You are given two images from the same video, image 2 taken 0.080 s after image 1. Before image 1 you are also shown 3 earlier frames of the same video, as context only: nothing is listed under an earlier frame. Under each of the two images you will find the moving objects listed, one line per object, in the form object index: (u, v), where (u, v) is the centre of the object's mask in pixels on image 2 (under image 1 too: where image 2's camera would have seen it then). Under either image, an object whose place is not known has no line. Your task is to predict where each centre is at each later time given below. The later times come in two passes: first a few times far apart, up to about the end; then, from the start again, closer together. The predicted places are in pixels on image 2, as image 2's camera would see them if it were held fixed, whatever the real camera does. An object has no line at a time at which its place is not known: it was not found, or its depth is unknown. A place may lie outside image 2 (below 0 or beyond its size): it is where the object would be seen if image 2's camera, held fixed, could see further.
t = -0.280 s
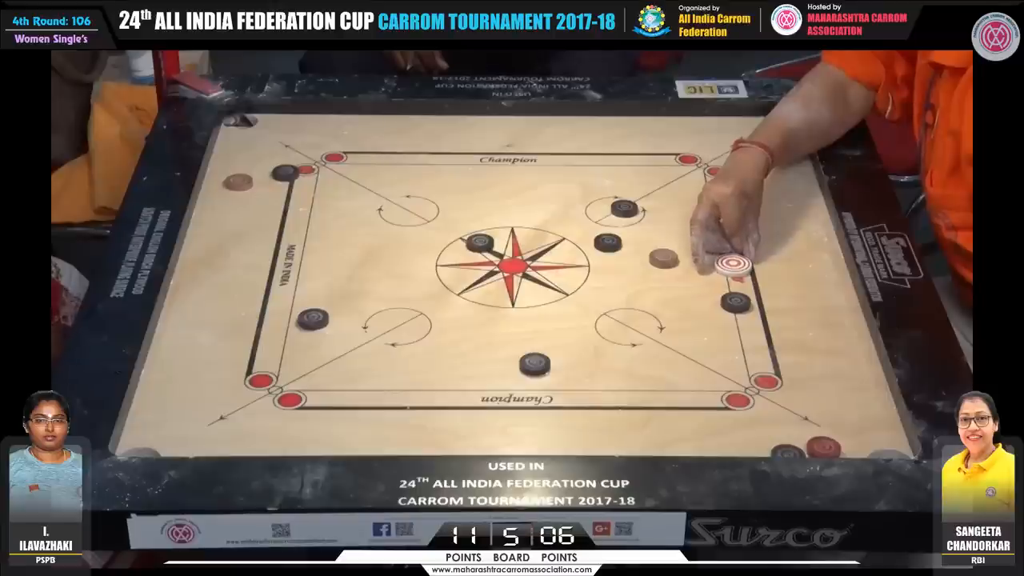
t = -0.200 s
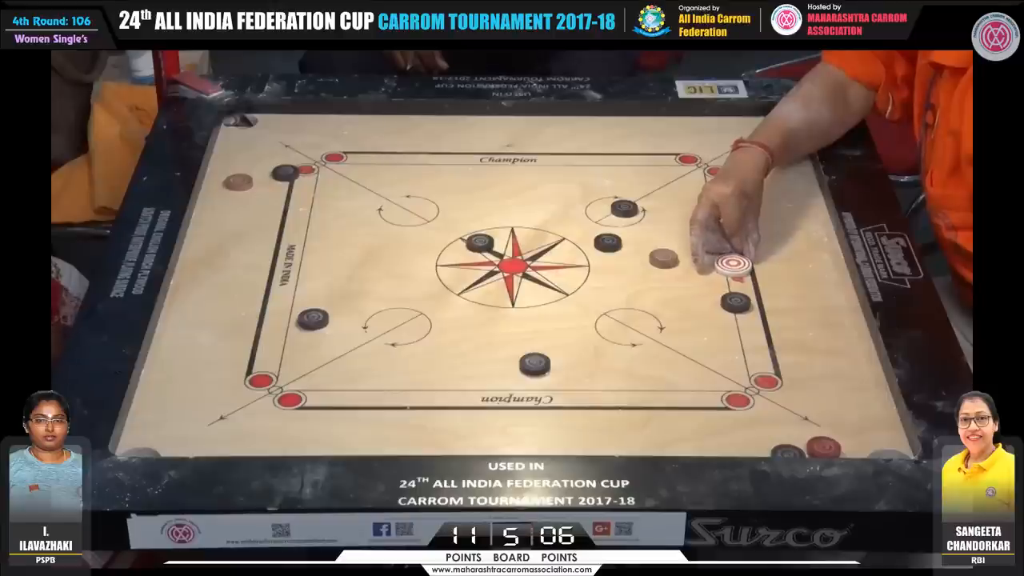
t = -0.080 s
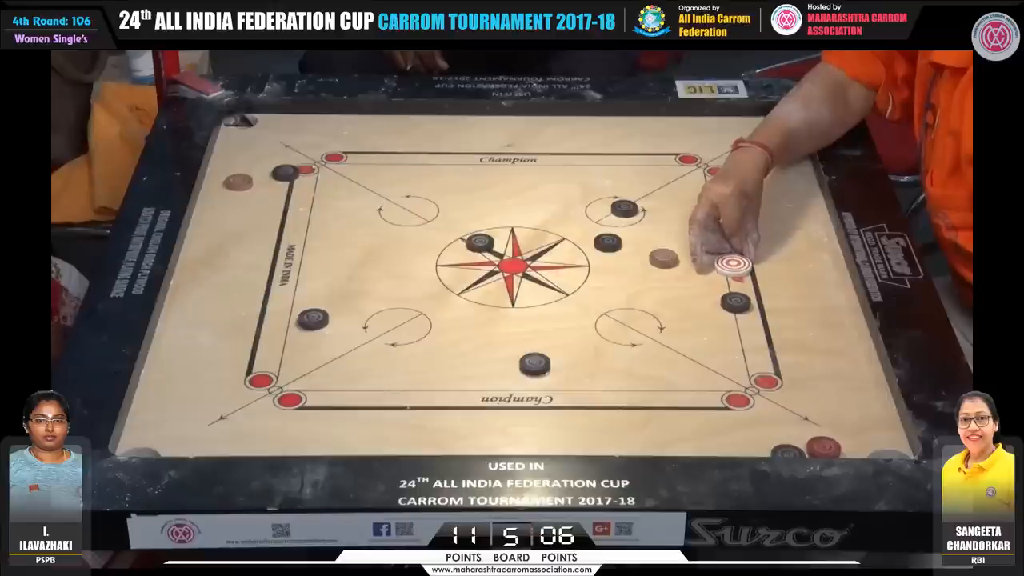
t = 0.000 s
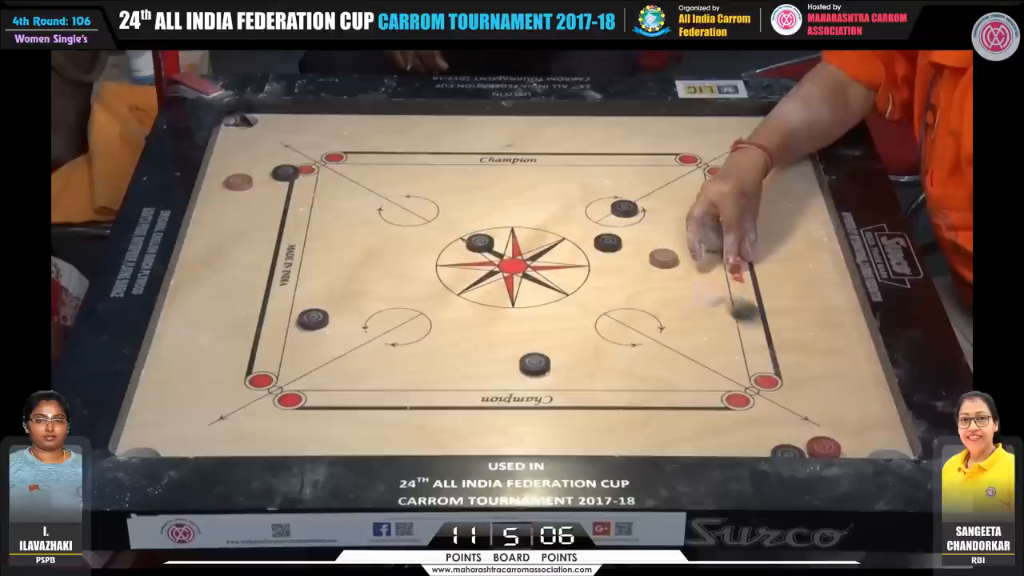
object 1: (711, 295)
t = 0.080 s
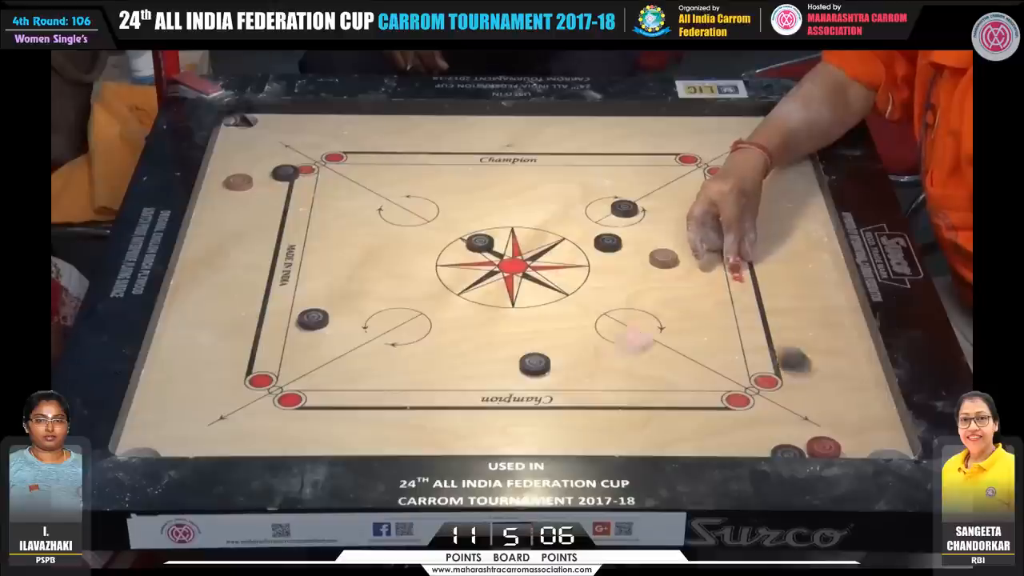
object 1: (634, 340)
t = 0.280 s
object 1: (457, 442)
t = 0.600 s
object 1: (292, 358)
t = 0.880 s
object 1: (230, 309)
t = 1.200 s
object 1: (213, 294)
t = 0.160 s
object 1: (561, 383)
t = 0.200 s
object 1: (528, 400)
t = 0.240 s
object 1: (493, 423)
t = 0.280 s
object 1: (457, 442)
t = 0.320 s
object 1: (424, 447)
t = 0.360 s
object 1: (401, 438)
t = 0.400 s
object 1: (378, 421)
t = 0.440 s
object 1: (360, 408)
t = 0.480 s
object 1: (340, 394)
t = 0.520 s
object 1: (322, 381)
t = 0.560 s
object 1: (309, 370)
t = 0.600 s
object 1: (292, 358)
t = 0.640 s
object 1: (281, 348)
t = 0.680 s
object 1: (269, 341)
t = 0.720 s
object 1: (259, 332)
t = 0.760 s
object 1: (251, 325)
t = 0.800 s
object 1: (243, 319)
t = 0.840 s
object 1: (236, 314)
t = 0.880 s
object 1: (230, 309)
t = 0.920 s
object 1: (224, 304)
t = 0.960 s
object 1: (220, 301)
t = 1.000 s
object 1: (217, 298)
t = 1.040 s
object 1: (215, 296)
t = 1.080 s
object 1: (214, 295)
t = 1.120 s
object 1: (213, 294)
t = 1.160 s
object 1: (213, 294)
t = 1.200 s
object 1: (213, 294)
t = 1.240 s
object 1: (213, 294)
